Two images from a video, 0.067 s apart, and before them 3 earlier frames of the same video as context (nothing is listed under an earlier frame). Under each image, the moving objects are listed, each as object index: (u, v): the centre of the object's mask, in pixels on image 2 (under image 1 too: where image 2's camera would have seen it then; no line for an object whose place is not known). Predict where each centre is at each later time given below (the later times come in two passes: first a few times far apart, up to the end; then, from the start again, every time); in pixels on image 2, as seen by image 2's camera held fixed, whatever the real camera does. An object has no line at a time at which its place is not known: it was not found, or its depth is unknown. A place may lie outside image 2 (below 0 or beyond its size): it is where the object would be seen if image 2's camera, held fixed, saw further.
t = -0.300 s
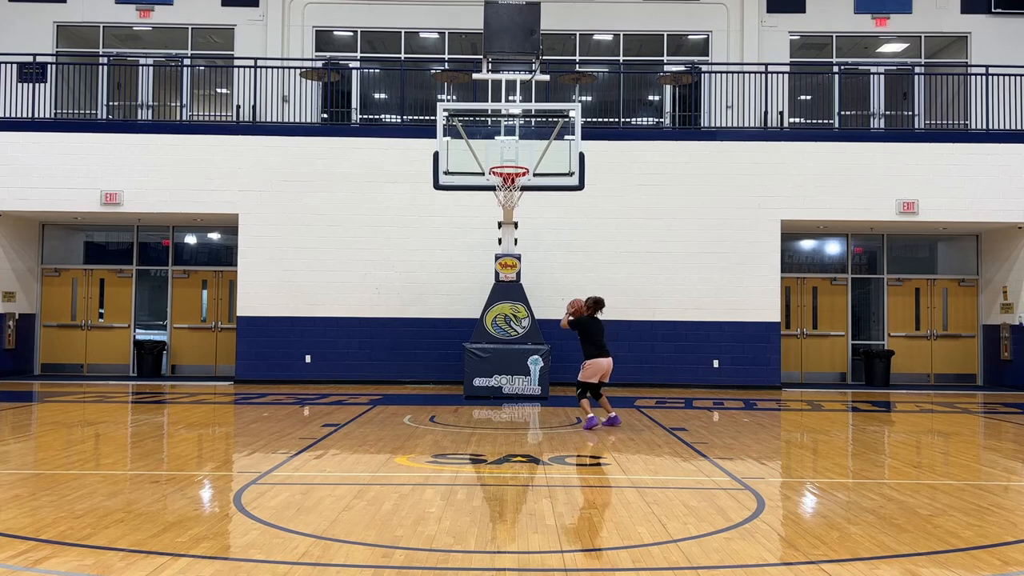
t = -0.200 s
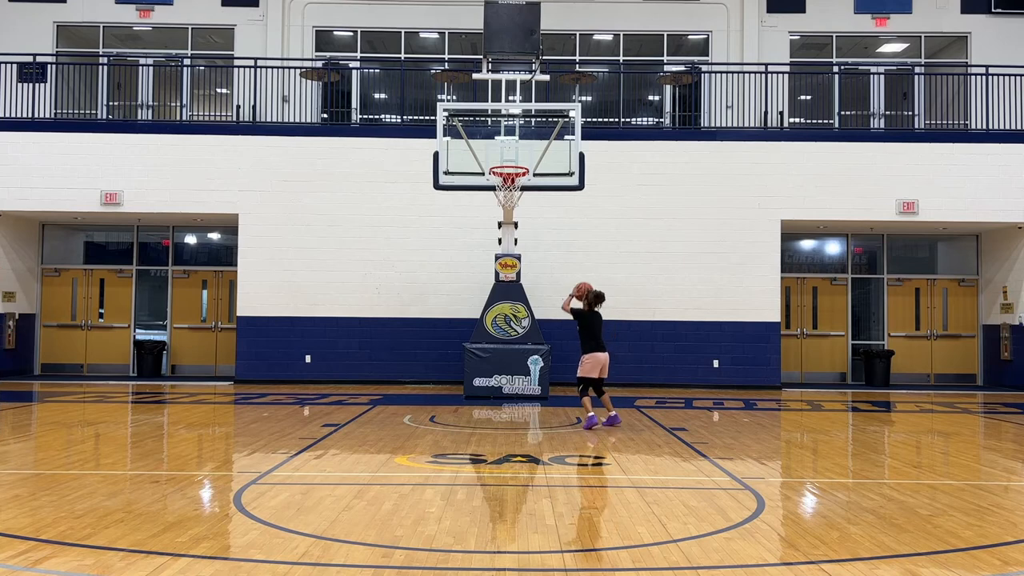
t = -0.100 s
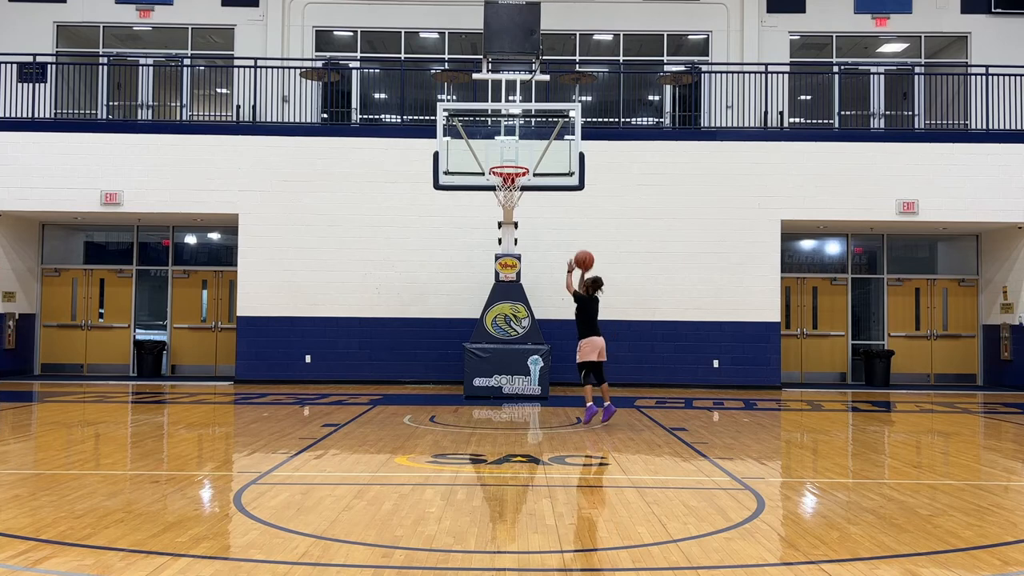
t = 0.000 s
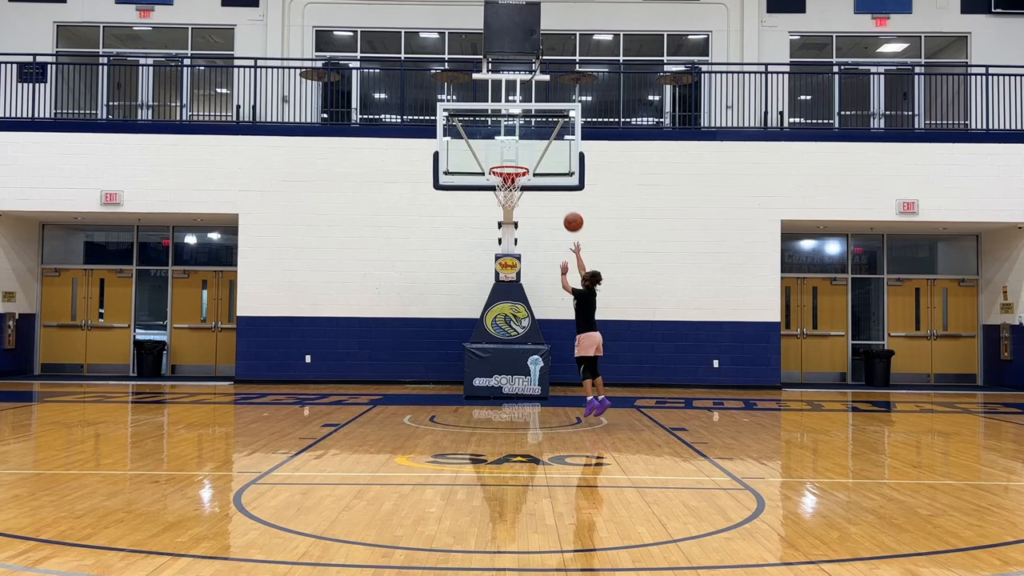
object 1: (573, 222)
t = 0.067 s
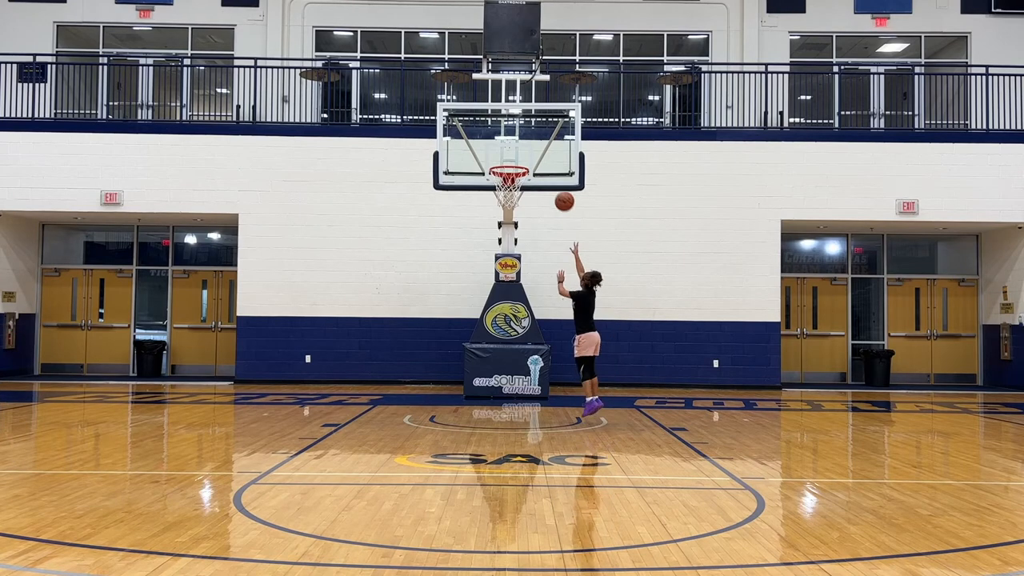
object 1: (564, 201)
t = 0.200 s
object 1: (547, 171)
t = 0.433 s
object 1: (523, 154)
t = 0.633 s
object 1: (507, 174)
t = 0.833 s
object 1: (504, 200)
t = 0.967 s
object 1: (505, 223)
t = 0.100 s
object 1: (560, 192)
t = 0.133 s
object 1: (555, 184)
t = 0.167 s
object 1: (551, 177)
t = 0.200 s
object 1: (547, 171)
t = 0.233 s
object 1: (542, 166)
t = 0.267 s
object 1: (538, 162)
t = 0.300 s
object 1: (534, 158)
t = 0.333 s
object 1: (530, 156)
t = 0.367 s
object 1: (528, 155)
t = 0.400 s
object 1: (525, 154)
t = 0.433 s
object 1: (523, 154)
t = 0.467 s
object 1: (520, 155)
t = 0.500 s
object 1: (518, 157)
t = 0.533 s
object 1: (515, 159)
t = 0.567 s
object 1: (513, 163)
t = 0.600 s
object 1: (510, 168)
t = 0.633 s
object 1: (507, 174)
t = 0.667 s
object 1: (505, 180)
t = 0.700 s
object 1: (504, 183)
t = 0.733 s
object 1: (504, 187)
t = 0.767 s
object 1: (503, 196)
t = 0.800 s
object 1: (503, 197)
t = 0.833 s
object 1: (504, 200)
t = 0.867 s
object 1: (504, 204)
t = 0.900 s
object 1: (505, 209)
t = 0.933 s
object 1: (505, 216)
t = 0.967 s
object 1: (505, 223)
